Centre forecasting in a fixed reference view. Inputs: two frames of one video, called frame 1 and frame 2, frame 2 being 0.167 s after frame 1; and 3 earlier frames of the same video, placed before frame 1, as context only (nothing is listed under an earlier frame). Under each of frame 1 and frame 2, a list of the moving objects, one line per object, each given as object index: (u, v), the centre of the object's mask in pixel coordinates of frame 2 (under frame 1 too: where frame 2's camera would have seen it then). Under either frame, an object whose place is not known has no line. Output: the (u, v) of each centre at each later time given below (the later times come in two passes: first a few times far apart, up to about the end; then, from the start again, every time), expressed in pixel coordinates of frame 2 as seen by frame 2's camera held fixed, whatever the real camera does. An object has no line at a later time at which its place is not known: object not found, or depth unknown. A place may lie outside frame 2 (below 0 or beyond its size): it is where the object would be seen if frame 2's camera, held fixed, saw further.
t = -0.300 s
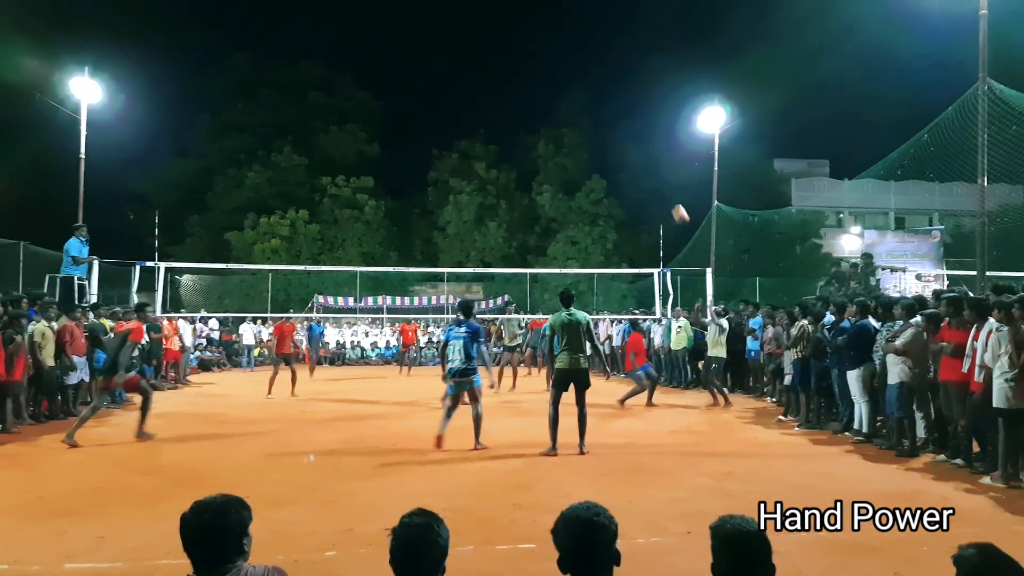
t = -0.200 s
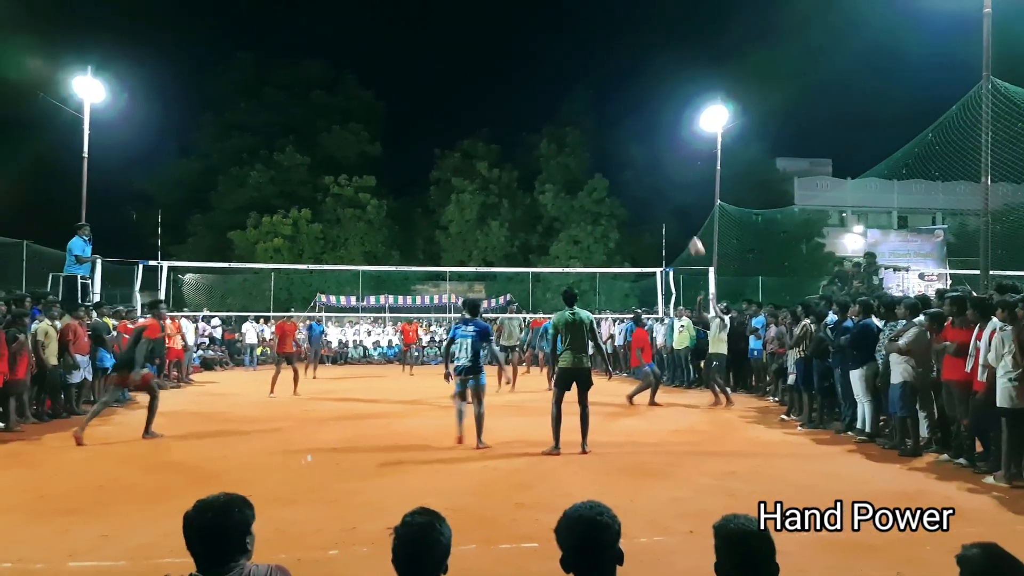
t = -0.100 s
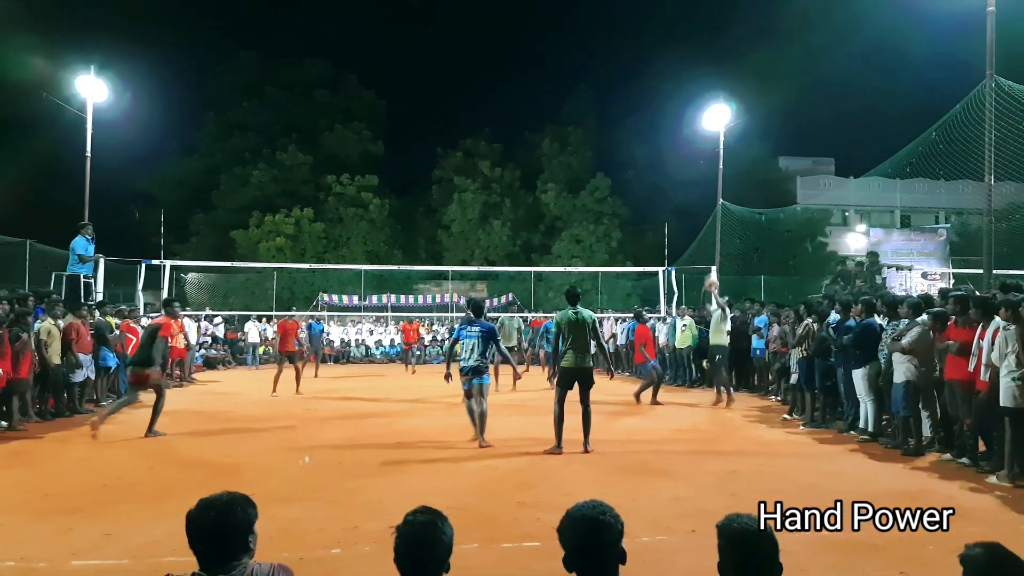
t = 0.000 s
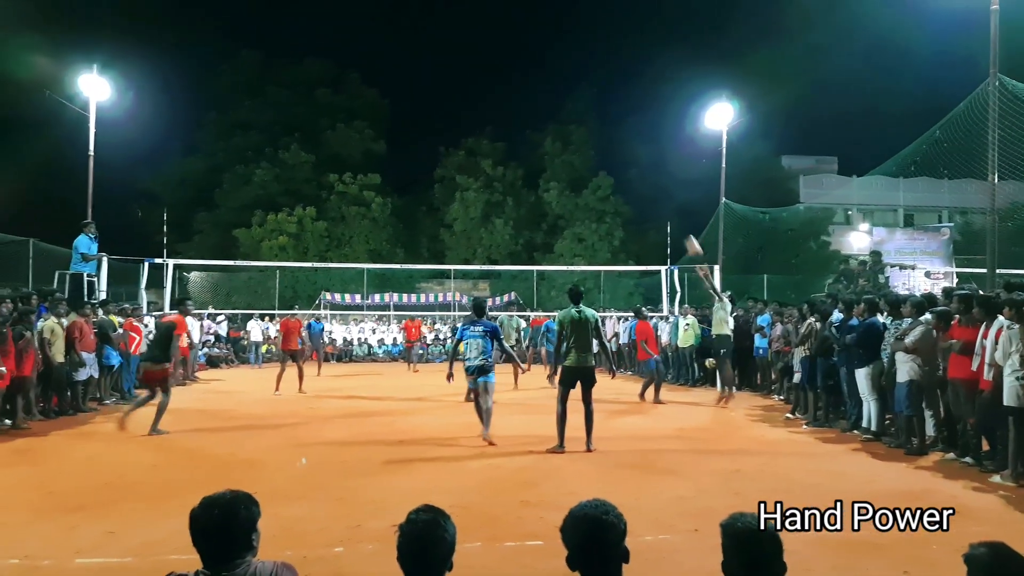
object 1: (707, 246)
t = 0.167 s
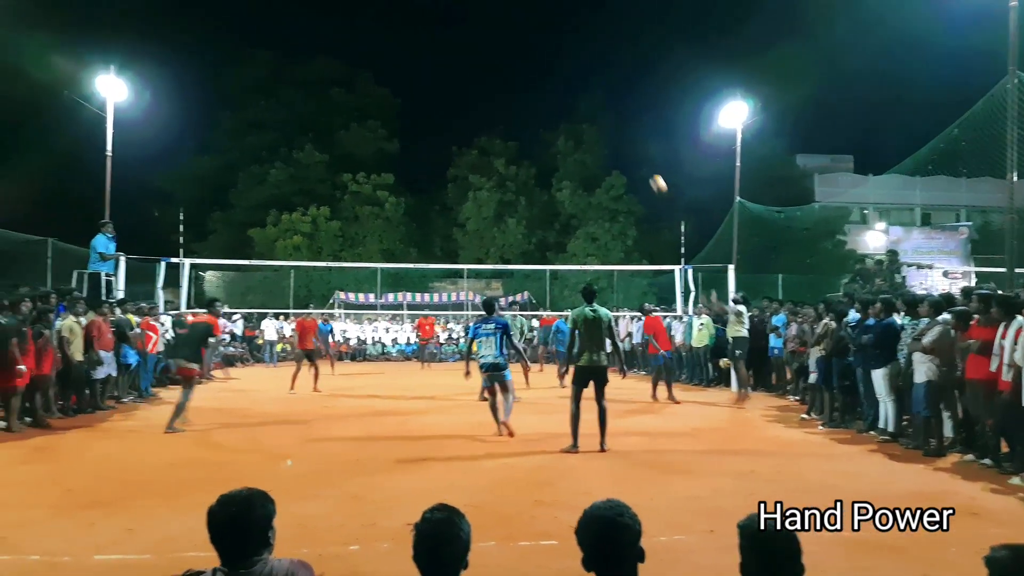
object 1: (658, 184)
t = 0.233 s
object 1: (639, 165)
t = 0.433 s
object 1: (583, 123)
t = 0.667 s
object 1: (522, 105)
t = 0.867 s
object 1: (474, 114)
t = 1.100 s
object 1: (419, 154)
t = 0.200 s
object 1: (648, 174)
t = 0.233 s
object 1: (639, 165)
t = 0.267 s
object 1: (629, 156)
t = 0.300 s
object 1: (620, 148)
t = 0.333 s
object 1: (610, 141)
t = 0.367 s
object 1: (601, 134)
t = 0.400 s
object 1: (592, 128)
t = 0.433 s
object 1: (583, 123)
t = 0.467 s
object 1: (574, 118)
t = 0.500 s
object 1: (565, 114)
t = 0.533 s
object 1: (556, 111)
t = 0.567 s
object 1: (548, 109)
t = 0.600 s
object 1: (539, 107)
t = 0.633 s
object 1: (530, 106)
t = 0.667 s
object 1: (522, 105)
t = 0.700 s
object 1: (514, 105)
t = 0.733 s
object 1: (505, 105)
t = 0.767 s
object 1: (497, 106)
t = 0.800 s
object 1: (489, 108)
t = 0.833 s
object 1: (482, 111)
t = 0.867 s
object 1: (474, 114)
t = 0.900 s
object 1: (466, 118)
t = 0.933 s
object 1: (458, 122)
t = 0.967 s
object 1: (450, 128)
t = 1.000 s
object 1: (442, 133)
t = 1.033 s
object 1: (434, 140)
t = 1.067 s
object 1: (426, 147)
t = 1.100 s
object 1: (419, 154)
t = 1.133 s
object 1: (411, 162)
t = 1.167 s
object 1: (404, 171)
